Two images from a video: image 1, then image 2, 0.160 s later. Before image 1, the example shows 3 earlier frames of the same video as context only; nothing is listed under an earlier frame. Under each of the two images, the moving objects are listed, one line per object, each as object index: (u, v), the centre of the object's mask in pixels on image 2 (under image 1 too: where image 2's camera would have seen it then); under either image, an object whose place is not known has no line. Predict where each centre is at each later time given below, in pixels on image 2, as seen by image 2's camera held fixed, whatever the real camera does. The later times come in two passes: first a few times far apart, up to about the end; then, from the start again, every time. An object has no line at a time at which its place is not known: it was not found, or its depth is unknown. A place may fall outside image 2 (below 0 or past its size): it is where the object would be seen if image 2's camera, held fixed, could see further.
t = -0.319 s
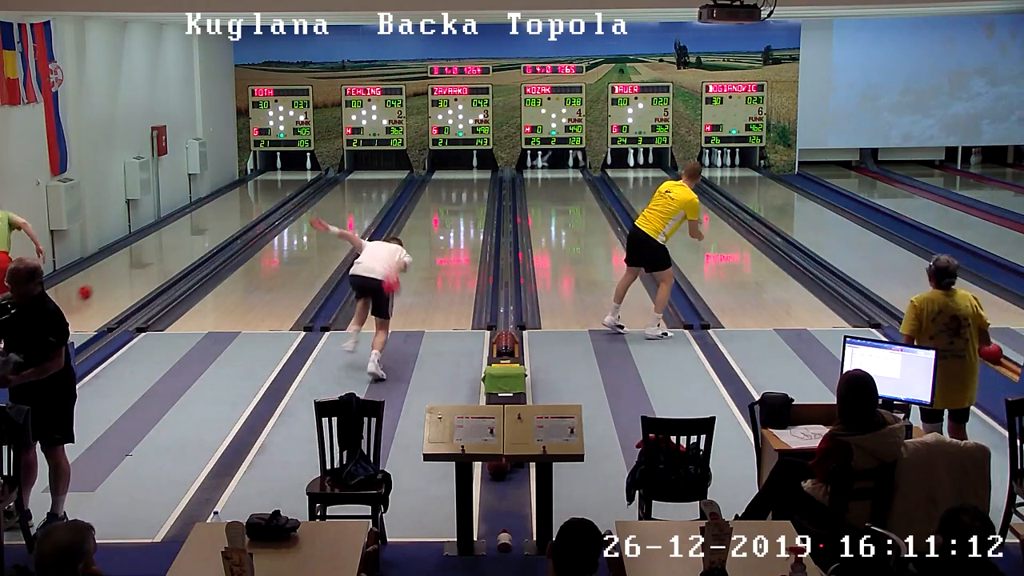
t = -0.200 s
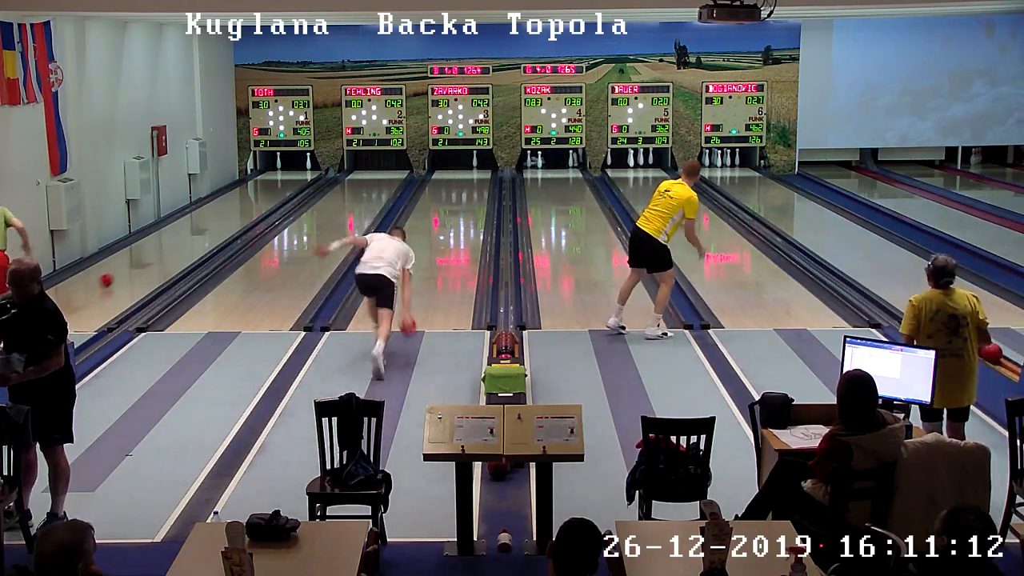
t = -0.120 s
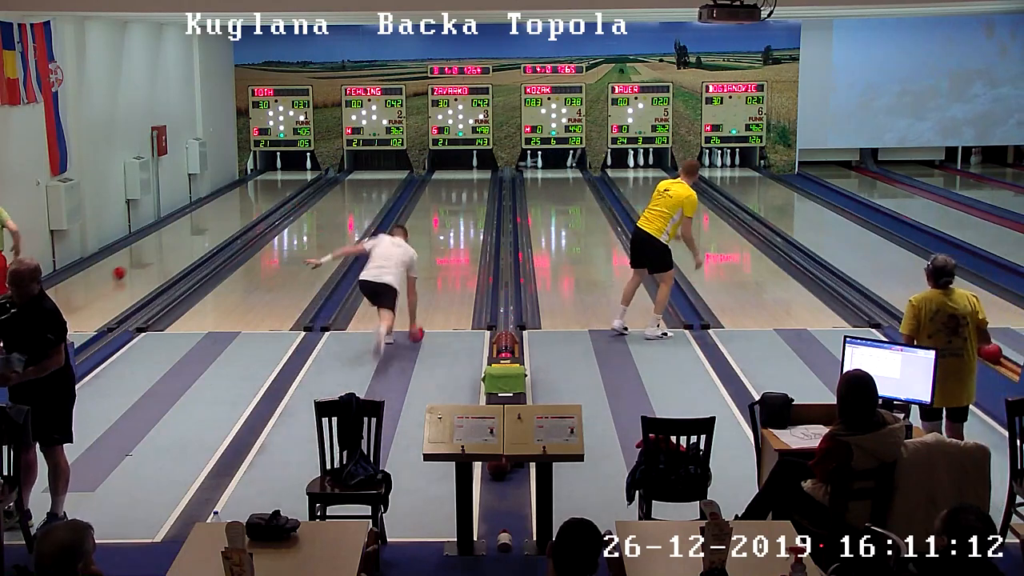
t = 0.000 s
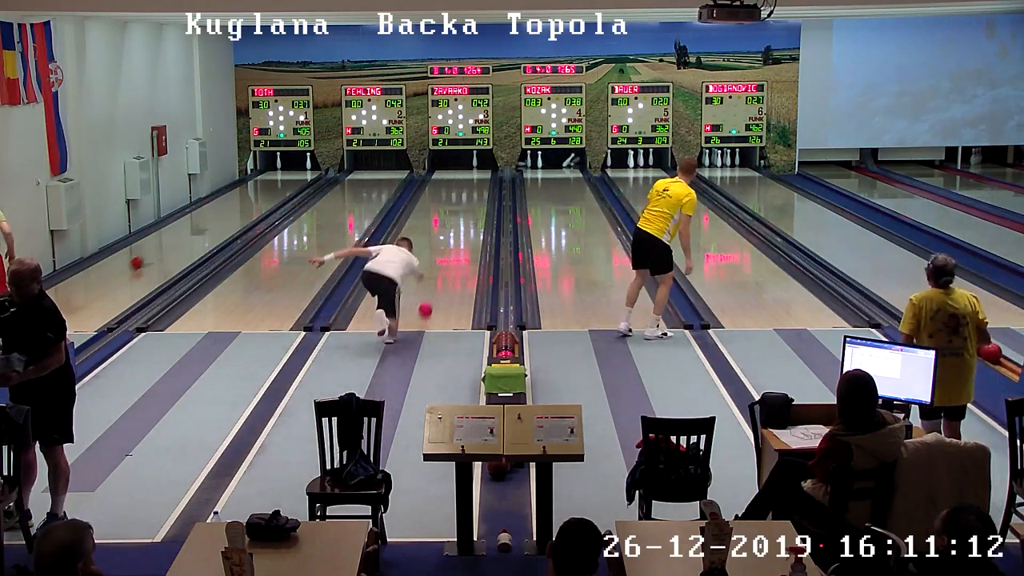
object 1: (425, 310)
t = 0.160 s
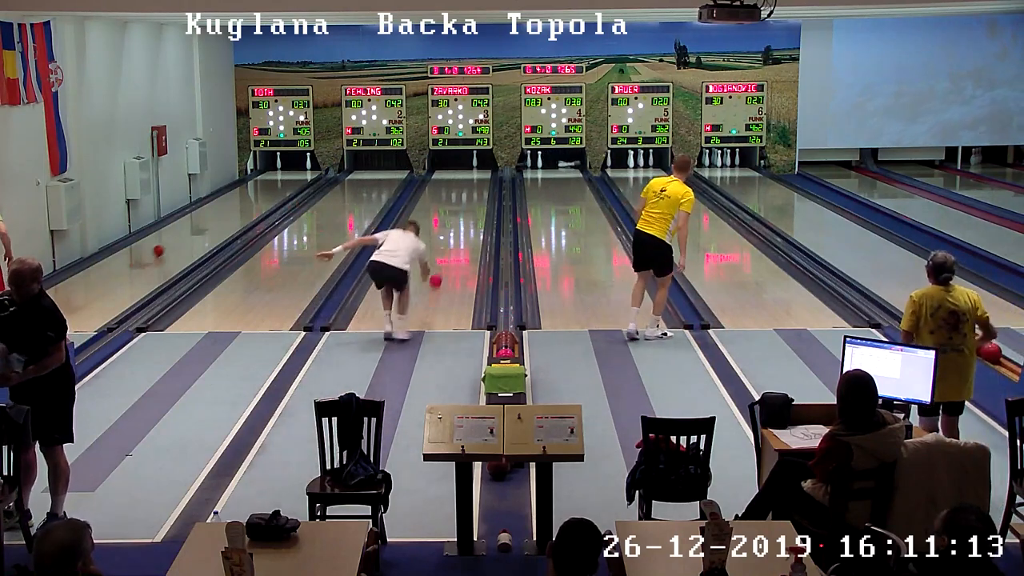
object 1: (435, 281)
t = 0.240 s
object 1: (439, 268)
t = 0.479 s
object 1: (449, 239)
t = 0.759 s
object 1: (458, 213)
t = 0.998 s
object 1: (464, 196)
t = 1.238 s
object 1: (469, 182)
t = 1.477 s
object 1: (473, 171)
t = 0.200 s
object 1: (437, 274)
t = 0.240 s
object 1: (439, 268)
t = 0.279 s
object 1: (441, 263)
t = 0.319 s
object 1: (443, 258)
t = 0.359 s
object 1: (445, 253)
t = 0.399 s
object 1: (446, 248)
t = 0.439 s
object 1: (448, 243)
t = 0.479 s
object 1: (449, 239)
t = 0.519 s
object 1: (451, 235)
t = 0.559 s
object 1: (453, 230)
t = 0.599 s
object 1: (454, 227)
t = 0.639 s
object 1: (455, 223)
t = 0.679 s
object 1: (456, 220)
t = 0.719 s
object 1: (457, 217)
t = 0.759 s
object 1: (458, 213)
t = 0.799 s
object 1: (459, 210)
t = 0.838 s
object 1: (460, 207)
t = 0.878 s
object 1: (461, 204)
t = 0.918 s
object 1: (462, 201)
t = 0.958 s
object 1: (463, 199)
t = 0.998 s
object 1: (464, 196)
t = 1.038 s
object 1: (465, 193)
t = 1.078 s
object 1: (466, 191)
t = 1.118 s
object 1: (466, 190)
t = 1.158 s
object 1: (467, 186)
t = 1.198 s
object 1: (468, 185)
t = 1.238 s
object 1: (469, 182)
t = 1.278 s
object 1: (469, 181)
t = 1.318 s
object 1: (470, 179)
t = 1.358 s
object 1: (471, 177)
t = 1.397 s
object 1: (472, 175)
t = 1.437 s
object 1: (472, 173)
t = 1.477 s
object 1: (473, 171)
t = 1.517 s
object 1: (473, 170)
